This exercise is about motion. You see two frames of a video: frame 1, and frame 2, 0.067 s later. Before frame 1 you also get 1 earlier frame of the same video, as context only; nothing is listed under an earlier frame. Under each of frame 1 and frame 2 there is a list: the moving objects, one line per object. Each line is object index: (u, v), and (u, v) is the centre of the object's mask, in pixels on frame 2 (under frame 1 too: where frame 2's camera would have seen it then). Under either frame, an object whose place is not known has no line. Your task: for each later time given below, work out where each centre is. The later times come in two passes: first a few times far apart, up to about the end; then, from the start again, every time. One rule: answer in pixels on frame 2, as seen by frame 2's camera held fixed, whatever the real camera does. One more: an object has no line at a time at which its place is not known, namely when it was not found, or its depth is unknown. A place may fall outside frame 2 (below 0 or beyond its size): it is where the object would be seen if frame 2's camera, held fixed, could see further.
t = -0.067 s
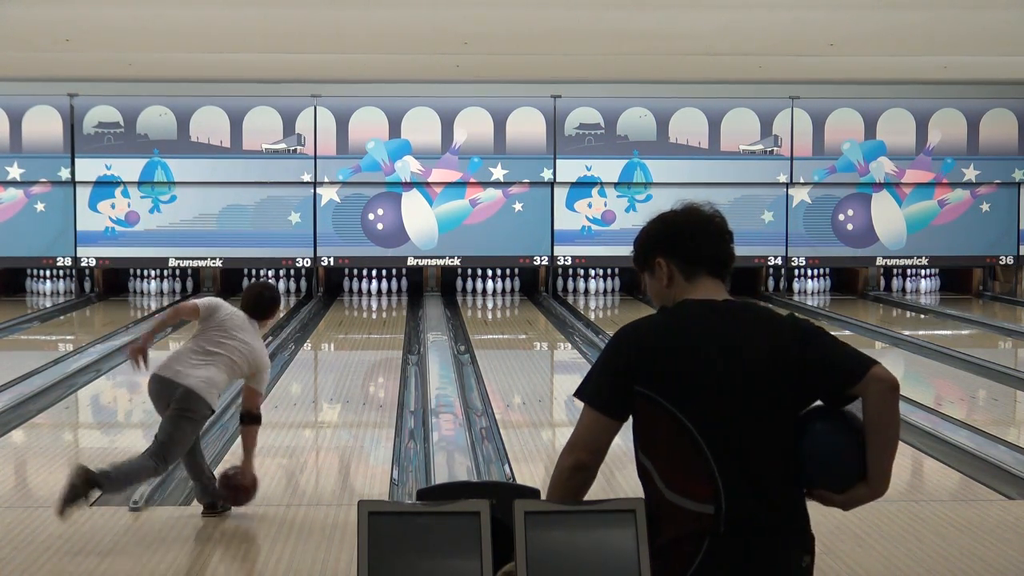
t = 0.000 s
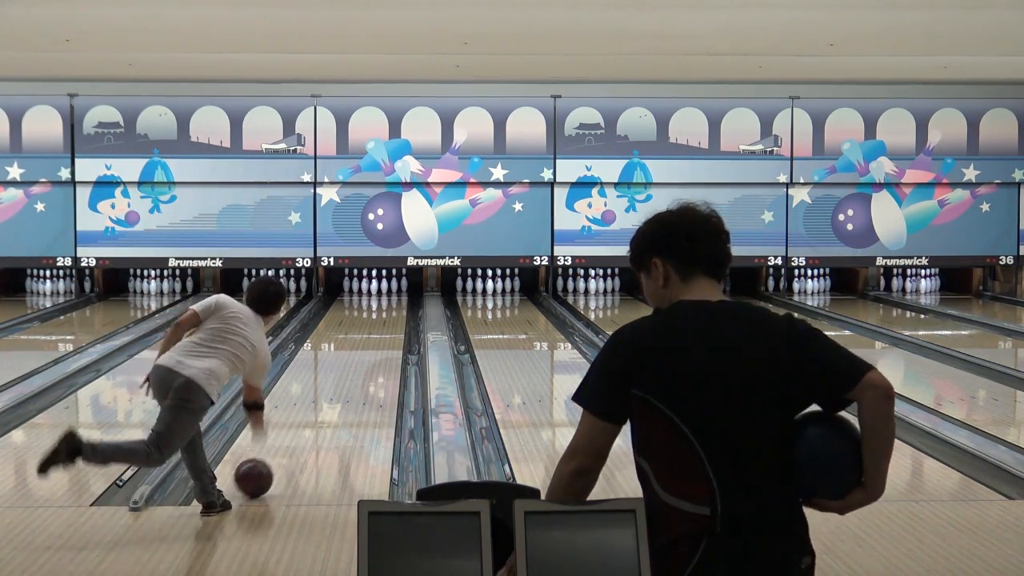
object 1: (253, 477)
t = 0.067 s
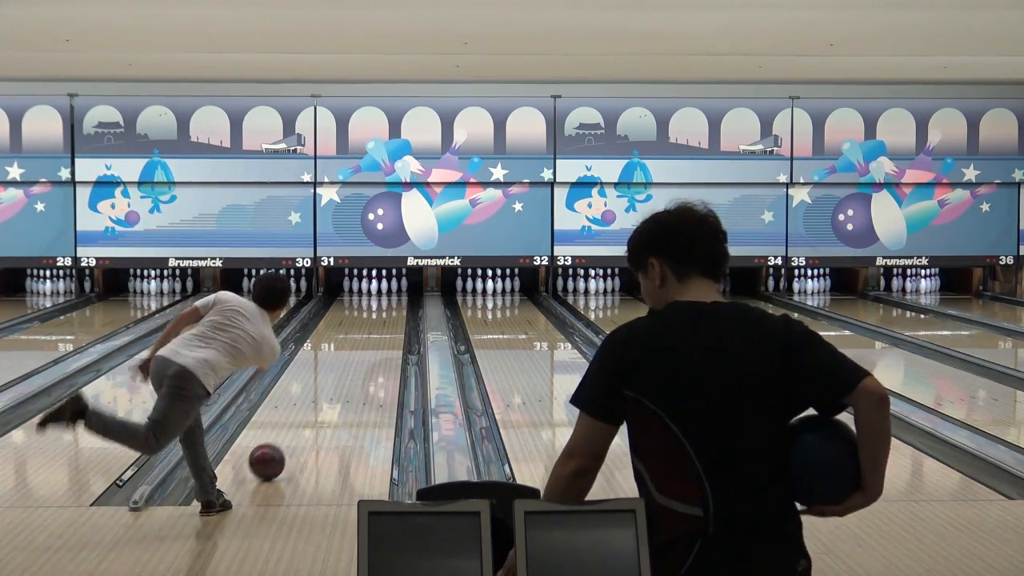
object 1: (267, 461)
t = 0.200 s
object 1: (289, 434)
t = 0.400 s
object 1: (313, 403)
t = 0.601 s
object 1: (332, 379)
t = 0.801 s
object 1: (345, 359)
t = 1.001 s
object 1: (356, 344)
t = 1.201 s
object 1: (364, 331)
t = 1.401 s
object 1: (371, 320)
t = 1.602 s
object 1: (376, 311)
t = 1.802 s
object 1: (380, 303)
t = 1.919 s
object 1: (380, 298)
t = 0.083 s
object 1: (270, 458)
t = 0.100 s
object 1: (273, 454)
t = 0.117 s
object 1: (276, 451)
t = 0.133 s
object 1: (278, 447)
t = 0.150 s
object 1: (281, 444)
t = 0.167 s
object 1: (284, 441)
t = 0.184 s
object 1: (286, 437)
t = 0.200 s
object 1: (289, 434)
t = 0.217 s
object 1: (291, 432)
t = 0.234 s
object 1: (293, 429)
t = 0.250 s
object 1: (296, 426)
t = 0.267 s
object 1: (298, 423)
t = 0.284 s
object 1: (300, 420)
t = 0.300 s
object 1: (302, 418)
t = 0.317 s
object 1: (304, 415)
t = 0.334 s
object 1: (306, 413)
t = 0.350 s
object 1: (308, 410)
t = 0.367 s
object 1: (310, 408)
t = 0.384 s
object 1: (312, 405)
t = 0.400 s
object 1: (313, 403)
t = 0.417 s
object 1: (315, 401)
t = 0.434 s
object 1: (317, 399)
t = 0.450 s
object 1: (318, 397)
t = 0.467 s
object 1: (320, 395)
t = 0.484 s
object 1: (322, 392)
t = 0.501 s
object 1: (323, 390)
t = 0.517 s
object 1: (325, 389)
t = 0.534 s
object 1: (326, 387)
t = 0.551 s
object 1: (328, 385)
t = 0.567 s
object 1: (329, 383)
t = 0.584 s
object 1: (330, 381)
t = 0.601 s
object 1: (332, 379)
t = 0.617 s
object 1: (333, 377)
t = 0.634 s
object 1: (334, 376)
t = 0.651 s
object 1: (335, 374)
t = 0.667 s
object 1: (337, 372)
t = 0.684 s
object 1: (338, 370)
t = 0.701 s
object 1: (339, 369)
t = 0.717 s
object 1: (340, 367)
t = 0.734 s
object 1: (341, 366)
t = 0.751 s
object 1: (342, 364)
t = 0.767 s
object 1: (343, 363)
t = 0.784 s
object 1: (344, 361)
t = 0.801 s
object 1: (345, 359)
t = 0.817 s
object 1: (346, 358)
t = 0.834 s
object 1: (347, 357)
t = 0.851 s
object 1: (348, 355)
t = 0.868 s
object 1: (349, 354)
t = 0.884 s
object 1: (350, 353)
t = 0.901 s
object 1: (351, 351)
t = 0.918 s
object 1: (352, 350)
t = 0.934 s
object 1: (353, 349)
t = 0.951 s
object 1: (354, 347)
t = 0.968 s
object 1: (354, 346)
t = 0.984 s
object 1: (355, 345)
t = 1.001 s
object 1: (356, 344)
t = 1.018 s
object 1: (357, 343)
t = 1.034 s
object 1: (358, 341)
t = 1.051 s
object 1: (359, 340)
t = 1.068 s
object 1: (359, 339)
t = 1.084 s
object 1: (360, 338)
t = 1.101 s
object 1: (361, 337)
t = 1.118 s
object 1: (361, 336)
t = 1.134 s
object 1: (362, 335)
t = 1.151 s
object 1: (363, 334)
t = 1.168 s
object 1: (363, 333)
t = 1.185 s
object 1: (364, 332)
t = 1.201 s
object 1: (364, 331)
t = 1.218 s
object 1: (365, 330)
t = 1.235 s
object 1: (366, 329)
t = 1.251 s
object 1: (366, 328)
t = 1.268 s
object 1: (367, 327)
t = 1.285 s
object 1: (367, 326)
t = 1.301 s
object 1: (368, 325)
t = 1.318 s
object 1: (369, 325)
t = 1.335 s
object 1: (369, 324)
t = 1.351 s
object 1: (370, 322)
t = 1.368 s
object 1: (370, 322)
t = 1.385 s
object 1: (371, 321)
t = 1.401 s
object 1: (371, 320)
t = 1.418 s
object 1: (372, 319)
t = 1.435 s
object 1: (372, 318)
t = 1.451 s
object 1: (373, 318)
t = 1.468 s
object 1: (373, 317)
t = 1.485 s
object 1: (373, 316)
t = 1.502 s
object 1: (374, 315)
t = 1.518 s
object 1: (374, 315)
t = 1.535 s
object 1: (375, 314)
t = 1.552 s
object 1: (375, 313)
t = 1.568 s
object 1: (376, 312)
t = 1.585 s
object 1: (376, 311)
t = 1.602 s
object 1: (376, 311)
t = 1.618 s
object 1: (377, 310)
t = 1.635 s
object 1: (377, 309)
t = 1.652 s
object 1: (378, 309)
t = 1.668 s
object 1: (378, 308)
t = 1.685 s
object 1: (378, 307)
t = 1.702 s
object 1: (378, 306)
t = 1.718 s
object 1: (378, 306)
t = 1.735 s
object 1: (379, 305)
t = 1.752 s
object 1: (379, 304)
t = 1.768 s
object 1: (379, 304)
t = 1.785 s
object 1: (379, 303)
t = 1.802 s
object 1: (380, 303)
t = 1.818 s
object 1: (380, 302)
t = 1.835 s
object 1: (380, 301)
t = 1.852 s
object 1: (380, 301)
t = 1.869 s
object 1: (380, 300)
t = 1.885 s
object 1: (380, 300)
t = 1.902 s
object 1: (380, 299)
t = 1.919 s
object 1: (380, 298)
